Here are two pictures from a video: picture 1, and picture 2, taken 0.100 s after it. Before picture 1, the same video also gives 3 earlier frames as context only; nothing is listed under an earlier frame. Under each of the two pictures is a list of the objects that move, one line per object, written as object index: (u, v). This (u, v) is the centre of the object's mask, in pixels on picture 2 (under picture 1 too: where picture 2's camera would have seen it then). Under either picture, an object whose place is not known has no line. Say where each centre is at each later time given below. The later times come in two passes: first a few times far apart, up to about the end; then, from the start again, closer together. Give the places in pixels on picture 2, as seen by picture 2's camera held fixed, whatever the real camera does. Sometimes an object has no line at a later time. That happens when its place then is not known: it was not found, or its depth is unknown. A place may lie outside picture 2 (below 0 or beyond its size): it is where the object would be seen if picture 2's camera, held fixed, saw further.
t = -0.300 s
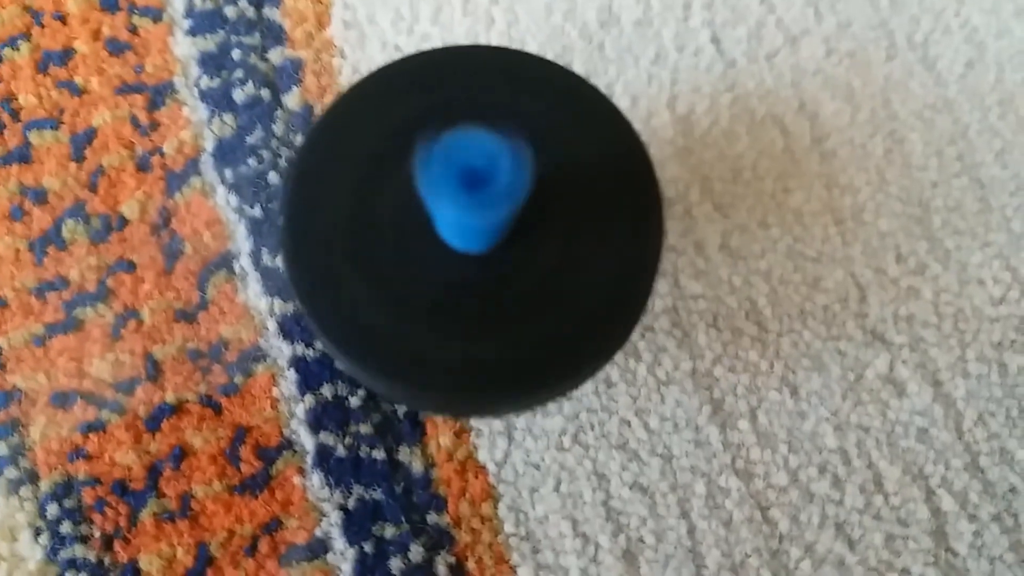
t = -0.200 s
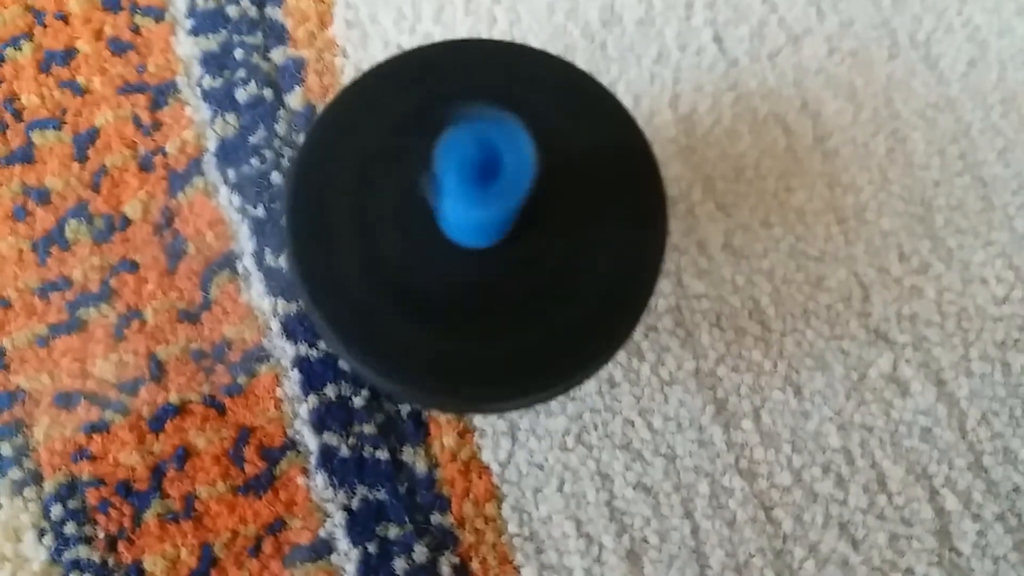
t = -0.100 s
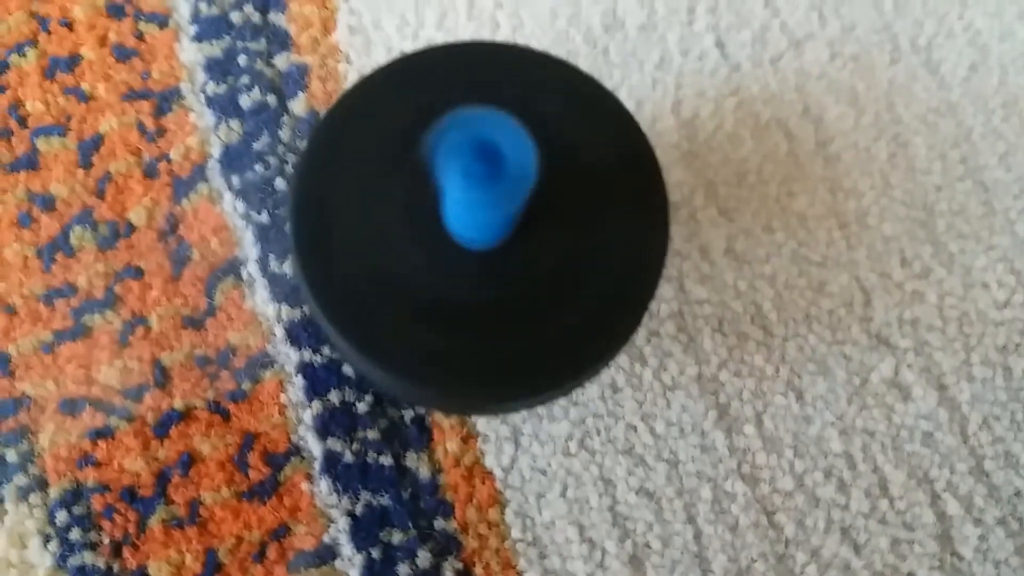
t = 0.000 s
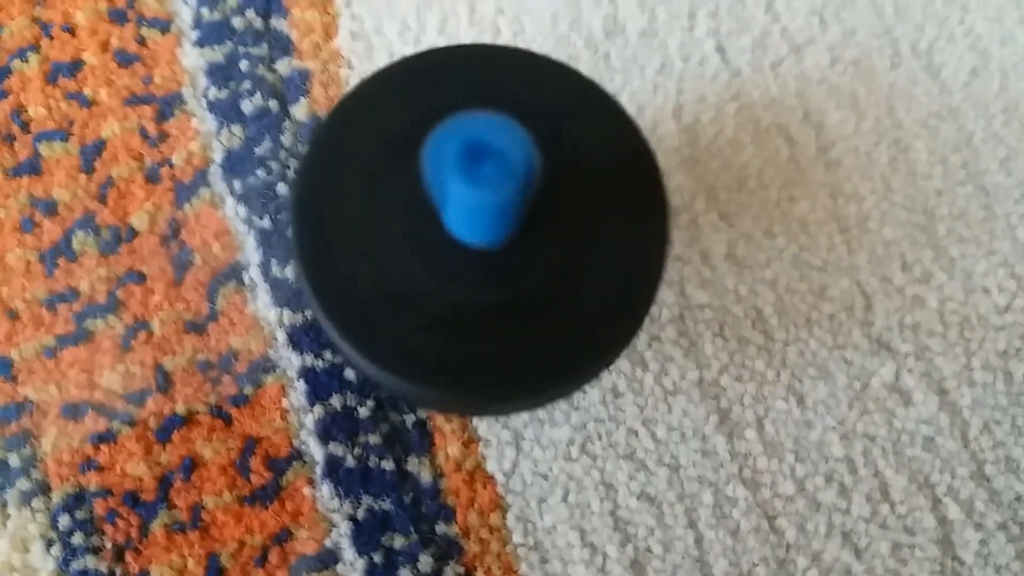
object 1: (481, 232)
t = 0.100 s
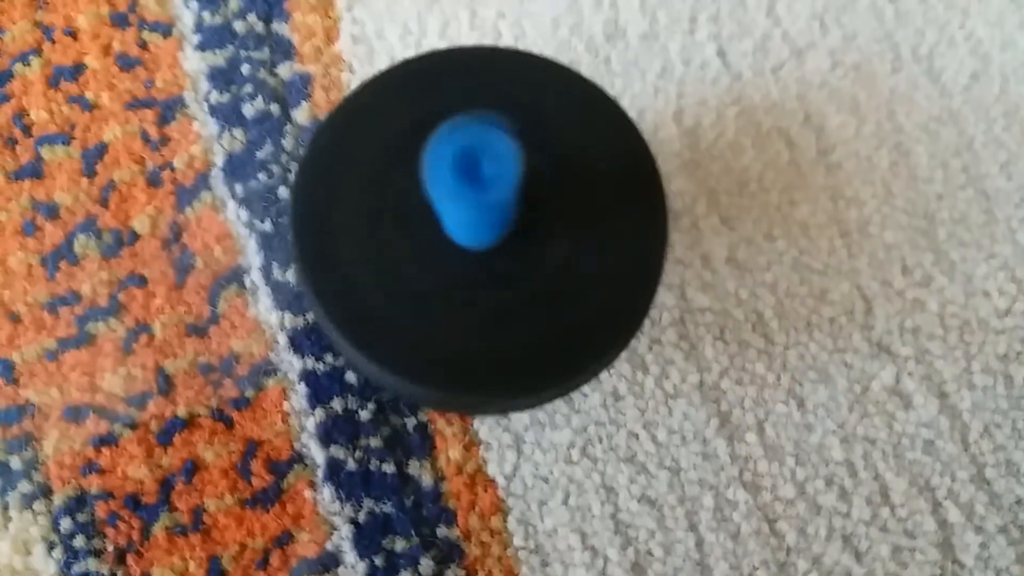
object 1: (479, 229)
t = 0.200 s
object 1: (480, 225)
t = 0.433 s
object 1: (481, 214)
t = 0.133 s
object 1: (481, 229)
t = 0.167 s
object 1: (481, 227)
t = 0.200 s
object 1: (480, 225)
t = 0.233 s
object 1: (483, 222)
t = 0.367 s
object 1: (481, 217)
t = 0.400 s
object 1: (484, 215)
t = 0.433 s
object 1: (481, 214)
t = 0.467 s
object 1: (483, 215)
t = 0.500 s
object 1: (482, 211)
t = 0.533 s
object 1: (481, 212)
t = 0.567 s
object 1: (483, 211)
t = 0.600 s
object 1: (480, 209)
